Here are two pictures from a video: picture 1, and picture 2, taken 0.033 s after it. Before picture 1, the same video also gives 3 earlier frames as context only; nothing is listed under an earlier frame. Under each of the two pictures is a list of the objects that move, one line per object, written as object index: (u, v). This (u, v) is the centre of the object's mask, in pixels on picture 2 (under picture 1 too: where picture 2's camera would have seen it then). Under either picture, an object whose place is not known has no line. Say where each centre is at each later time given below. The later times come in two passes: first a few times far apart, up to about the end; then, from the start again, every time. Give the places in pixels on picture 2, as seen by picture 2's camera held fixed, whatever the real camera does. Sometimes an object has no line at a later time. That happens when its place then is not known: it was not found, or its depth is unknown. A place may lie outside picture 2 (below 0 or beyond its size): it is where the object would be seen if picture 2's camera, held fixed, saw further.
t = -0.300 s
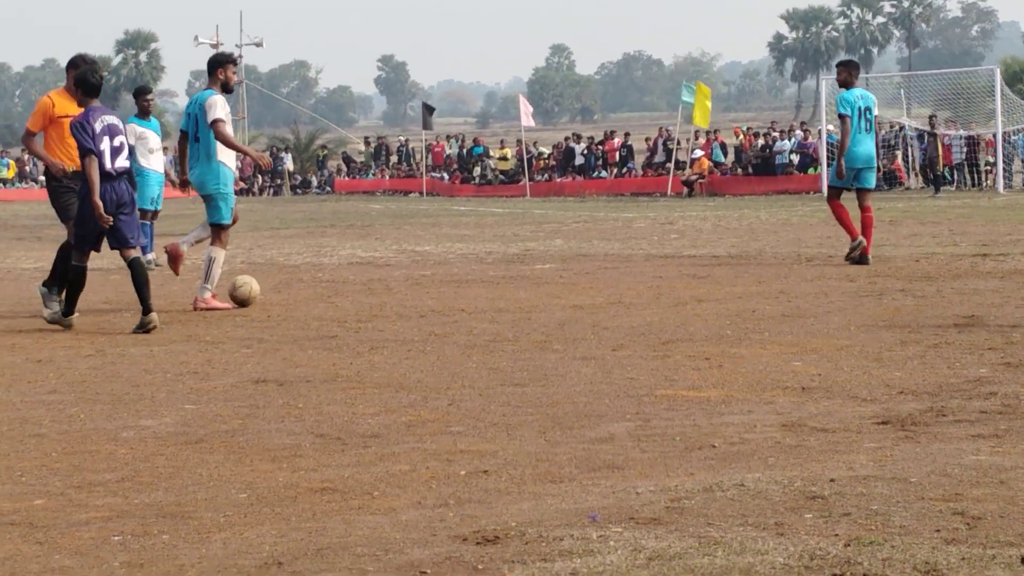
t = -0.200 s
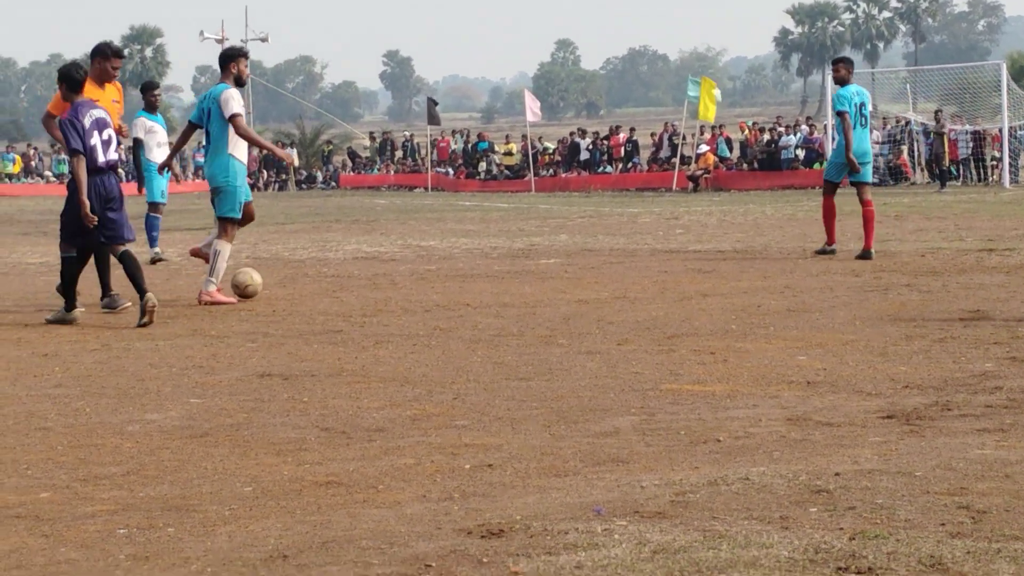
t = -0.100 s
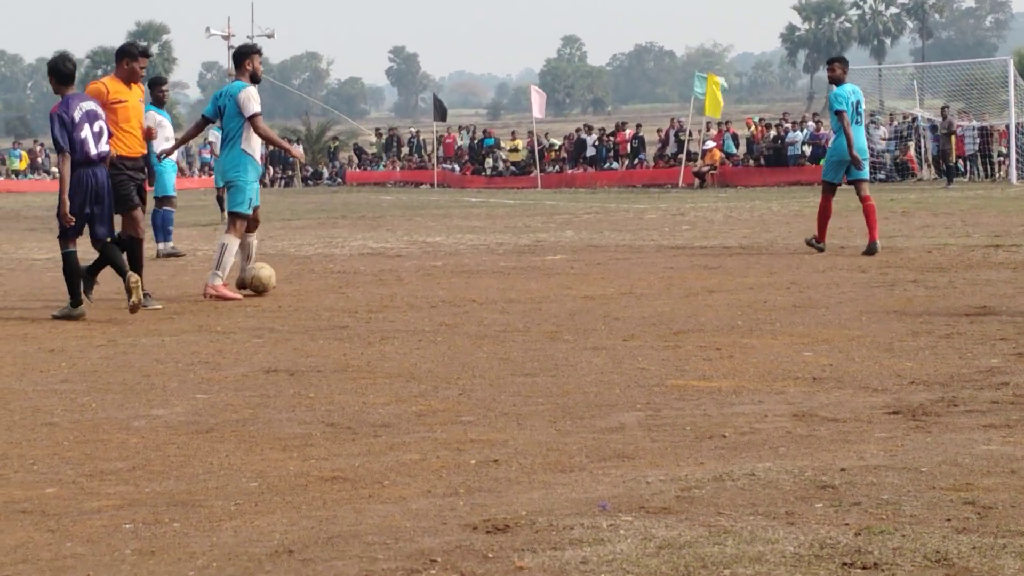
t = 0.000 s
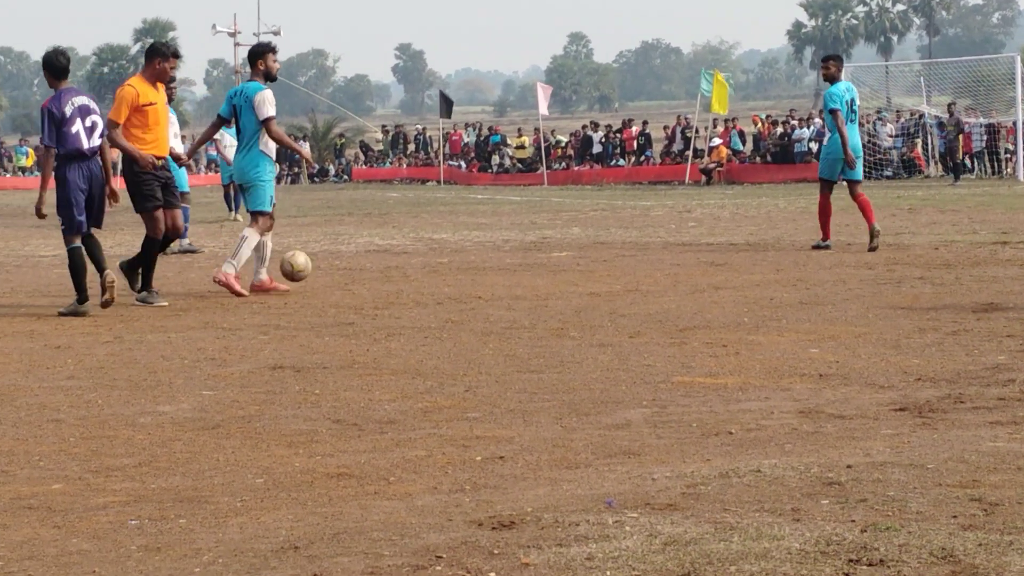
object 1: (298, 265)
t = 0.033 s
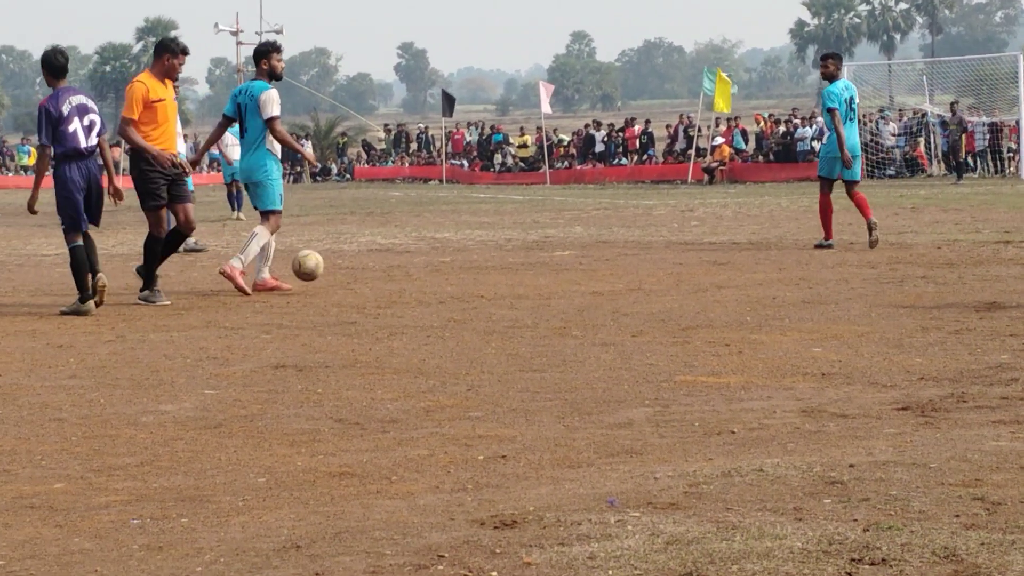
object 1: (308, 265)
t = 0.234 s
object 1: (367, 273)
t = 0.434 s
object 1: (423, 280)
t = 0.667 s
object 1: (490, 281)
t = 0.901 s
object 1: (561, 283)
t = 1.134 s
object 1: (636, 288)
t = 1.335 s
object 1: (702, 290)
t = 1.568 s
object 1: (782, 292)
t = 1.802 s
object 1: (868, 299)
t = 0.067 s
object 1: (318, 267)
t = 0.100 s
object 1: (328, 271)
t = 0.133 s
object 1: (339, 275)
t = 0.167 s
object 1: (350, 281)
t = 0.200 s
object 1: (358, 276)
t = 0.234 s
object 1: (367, 273)
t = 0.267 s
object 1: (376, 272)
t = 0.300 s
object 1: (385, 273)
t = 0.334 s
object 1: (395, 275)
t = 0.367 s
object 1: (404, 279)
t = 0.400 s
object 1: (414, 284)
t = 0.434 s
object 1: (423, 280)
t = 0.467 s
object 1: (433, 278)
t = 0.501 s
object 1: (442, 278)
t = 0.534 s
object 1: (452, 279)
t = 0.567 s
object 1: (462, 283)
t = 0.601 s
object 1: (472, 283)
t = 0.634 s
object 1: (481, 281)
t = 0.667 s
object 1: (490, 281)
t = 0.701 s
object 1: (500, 282)
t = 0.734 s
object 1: (509, 285)
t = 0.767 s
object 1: (520, 285)
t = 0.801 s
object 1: (530, 285)
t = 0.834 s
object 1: (540, 286)
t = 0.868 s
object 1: (551, 285)
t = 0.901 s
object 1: (561, 283)
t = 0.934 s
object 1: (571, 283)
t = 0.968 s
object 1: (582, 284)
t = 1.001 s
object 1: (592, 288)
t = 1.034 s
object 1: (603, 286)
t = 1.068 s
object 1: (614, 285)
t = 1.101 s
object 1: (625, 287)
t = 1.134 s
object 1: (636, 288)
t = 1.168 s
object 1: (647, 288)
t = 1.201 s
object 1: (658, 289)
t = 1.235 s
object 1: (669, 289)
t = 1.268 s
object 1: (680, 289)
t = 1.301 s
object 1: (691, 290)
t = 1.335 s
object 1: (702, 290)
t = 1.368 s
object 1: (713, 291)
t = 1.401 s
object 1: (725, 292)
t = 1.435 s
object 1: (736, 292)
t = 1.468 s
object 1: (747, 293)
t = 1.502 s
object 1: (759, 293)
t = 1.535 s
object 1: (770, 293)
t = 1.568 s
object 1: (782, 292)
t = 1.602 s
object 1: (794, 294)
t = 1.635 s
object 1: (805, 296)
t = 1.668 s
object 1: (818, 296)
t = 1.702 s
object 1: (830, 297)
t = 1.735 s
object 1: (842, 297)
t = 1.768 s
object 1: (855, 297)
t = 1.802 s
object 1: (868, 299)
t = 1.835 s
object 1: (880, 299)
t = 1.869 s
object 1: (893, 300)
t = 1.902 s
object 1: (906, 299)
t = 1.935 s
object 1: (919, 301)
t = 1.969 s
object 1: (932, 301)
